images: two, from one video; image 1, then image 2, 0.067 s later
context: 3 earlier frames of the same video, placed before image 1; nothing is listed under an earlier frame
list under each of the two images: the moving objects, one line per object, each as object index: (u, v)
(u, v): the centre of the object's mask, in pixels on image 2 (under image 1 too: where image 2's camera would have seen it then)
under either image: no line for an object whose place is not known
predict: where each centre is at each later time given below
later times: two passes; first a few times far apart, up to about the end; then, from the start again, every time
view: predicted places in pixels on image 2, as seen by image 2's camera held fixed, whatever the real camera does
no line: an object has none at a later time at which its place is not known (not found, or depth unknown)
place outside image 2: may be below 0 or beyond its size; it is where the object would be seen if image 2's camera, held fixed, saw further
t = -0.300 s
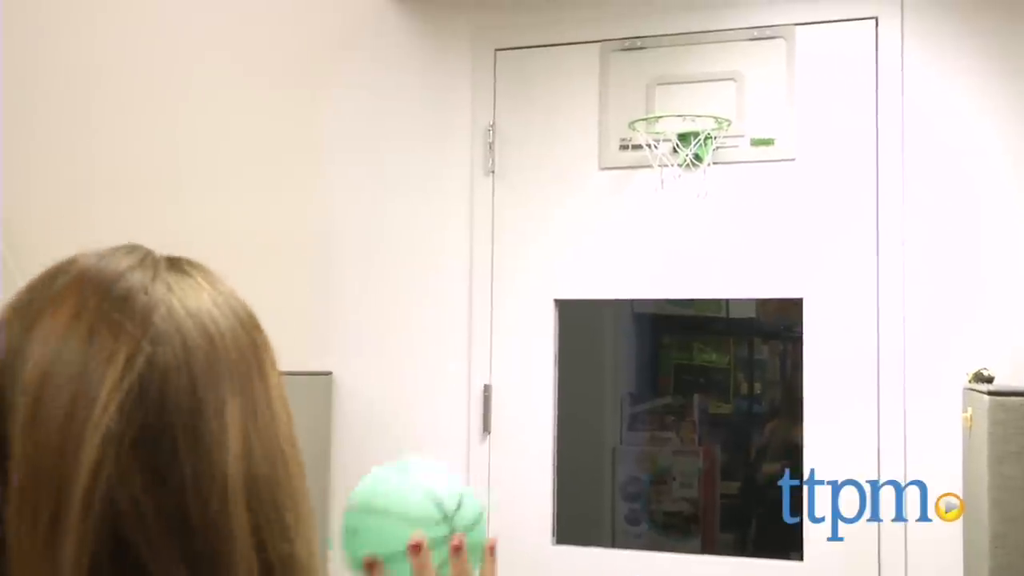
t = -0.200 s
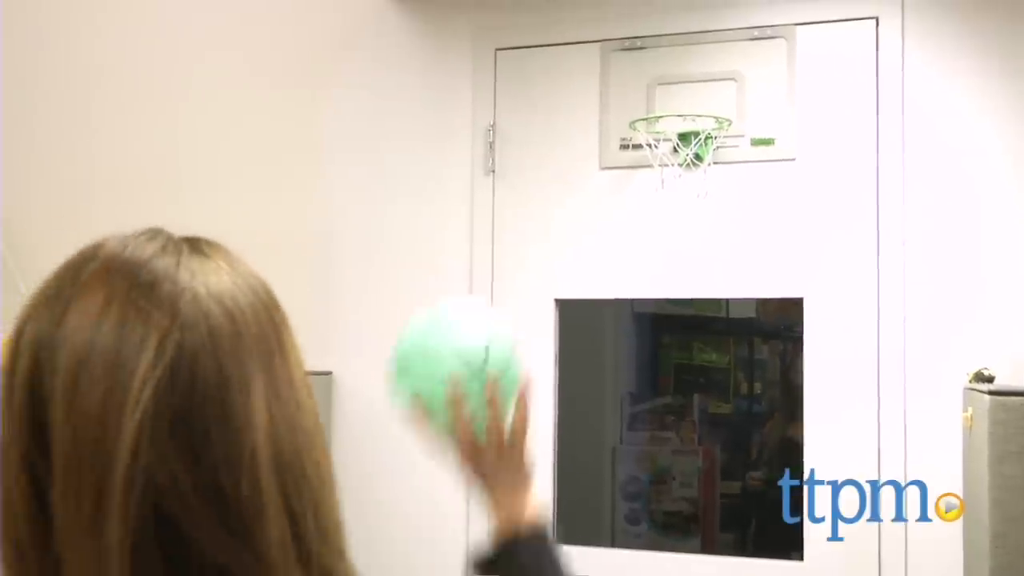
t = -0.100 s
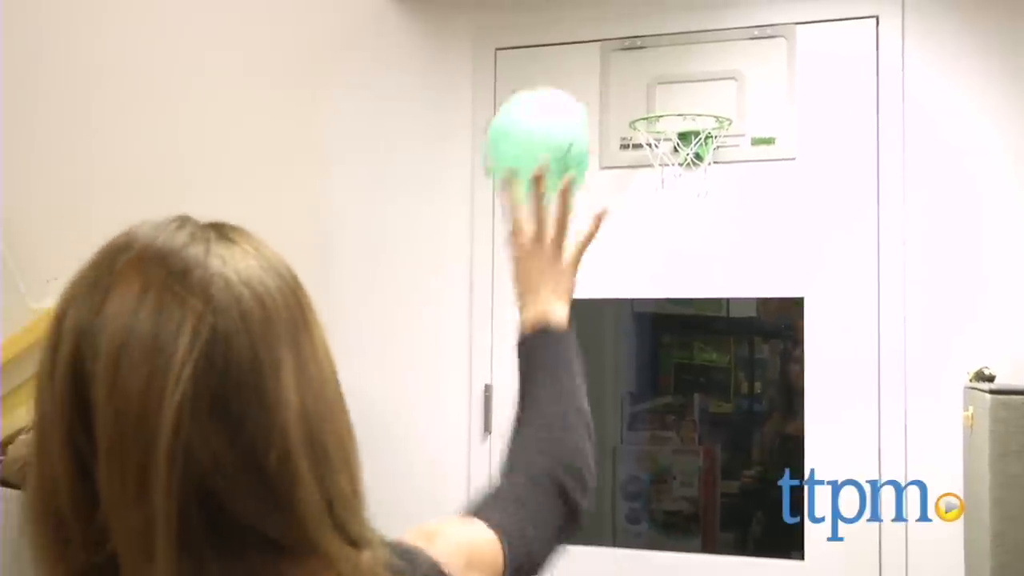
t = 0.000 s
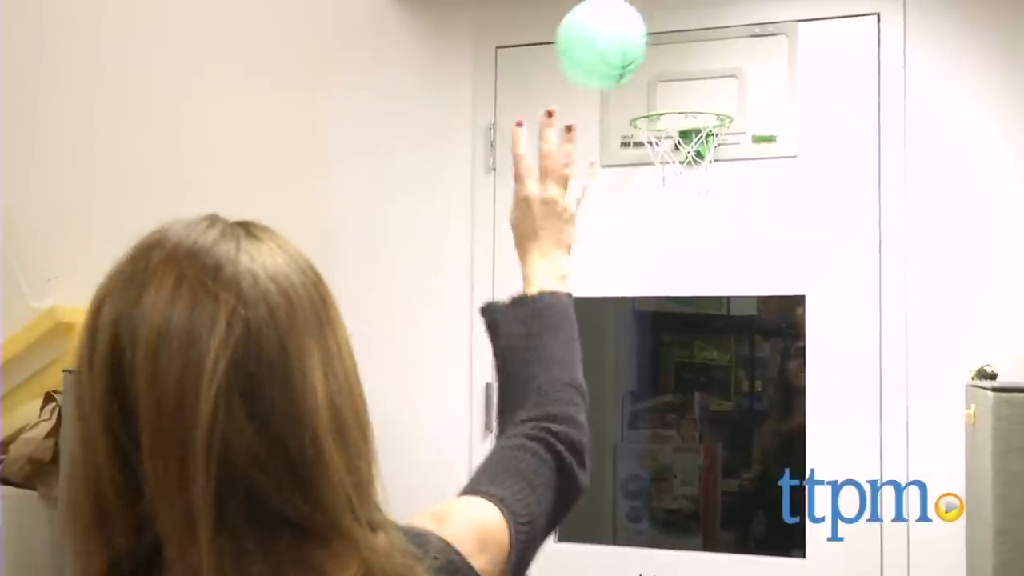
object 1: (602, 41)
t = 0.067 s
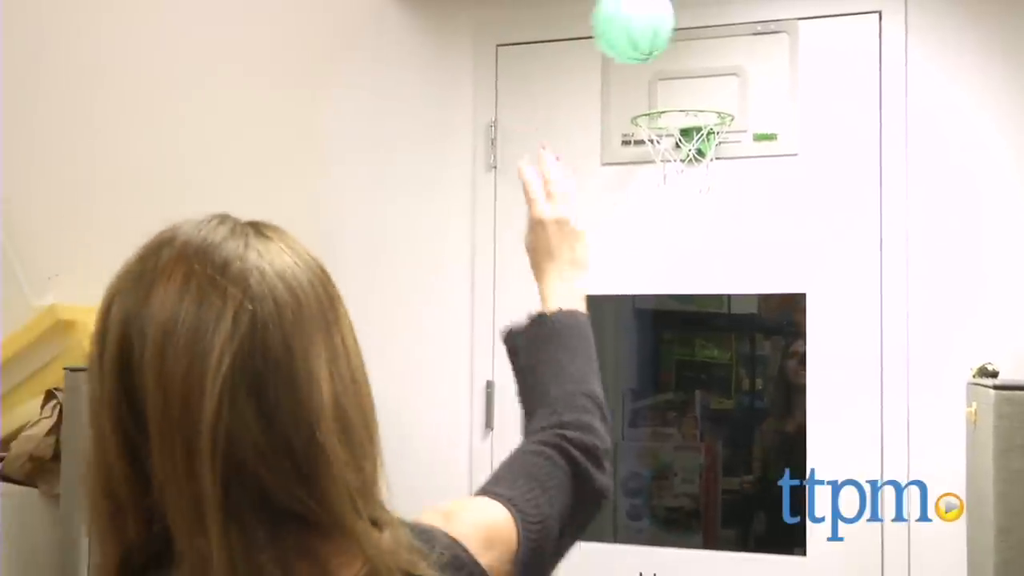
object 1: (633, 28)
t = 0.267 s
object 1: (693, 84)
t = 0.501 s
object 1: (673, 30)
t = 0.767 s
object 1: (650, 87)
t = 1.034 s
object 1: (704, 182)
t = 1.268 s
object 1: (737, 506)
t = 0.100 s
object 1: (645, 29)
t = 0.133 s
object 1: (658, 32)
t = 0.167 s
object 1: (668, 40)
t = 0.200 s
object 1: (677, 55)
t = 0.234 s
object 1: (687, 75)
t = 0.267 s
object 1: (693, 84)
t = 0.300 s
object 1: (700, 98)
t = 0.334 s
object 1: (699, 81)
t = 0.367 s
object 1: (696, 67)
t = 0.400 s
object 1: (690, 51)
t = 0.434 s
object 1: (686, 38)
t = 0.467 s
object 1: (680, 33)
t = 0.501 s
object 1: (673, 30)
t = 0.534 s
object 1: (668, 30)
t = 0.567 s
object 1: (662, 33)
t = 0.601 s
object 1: (656, 40)
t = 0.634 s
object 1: (651, 54)
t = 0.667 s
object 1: (645, 73)
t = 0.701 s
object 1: (643, 93)
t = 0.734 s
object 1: (645, 93)
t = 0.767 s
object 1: (650, 87)
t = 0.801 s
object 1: (657, 82)
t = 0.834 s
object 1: (664, 82)
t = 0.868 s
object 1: (671, 86)
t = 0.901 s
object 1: (677, 90)
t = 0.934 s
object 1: (686, 121)
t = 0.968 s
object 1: (691, 137)
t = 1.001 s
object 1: (699, 154)
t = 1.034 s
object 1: (704, 182)
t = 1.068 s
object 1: (708, 213)
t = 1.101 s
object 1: (713, 256)
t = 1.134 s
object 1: (718, 296)
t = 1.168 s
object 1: (723, 335)
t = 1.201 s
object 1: (727, 387)
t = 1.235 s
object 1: (732, 444)
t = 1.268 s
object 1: (737, 506)
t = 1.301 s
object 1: (741, 555)
